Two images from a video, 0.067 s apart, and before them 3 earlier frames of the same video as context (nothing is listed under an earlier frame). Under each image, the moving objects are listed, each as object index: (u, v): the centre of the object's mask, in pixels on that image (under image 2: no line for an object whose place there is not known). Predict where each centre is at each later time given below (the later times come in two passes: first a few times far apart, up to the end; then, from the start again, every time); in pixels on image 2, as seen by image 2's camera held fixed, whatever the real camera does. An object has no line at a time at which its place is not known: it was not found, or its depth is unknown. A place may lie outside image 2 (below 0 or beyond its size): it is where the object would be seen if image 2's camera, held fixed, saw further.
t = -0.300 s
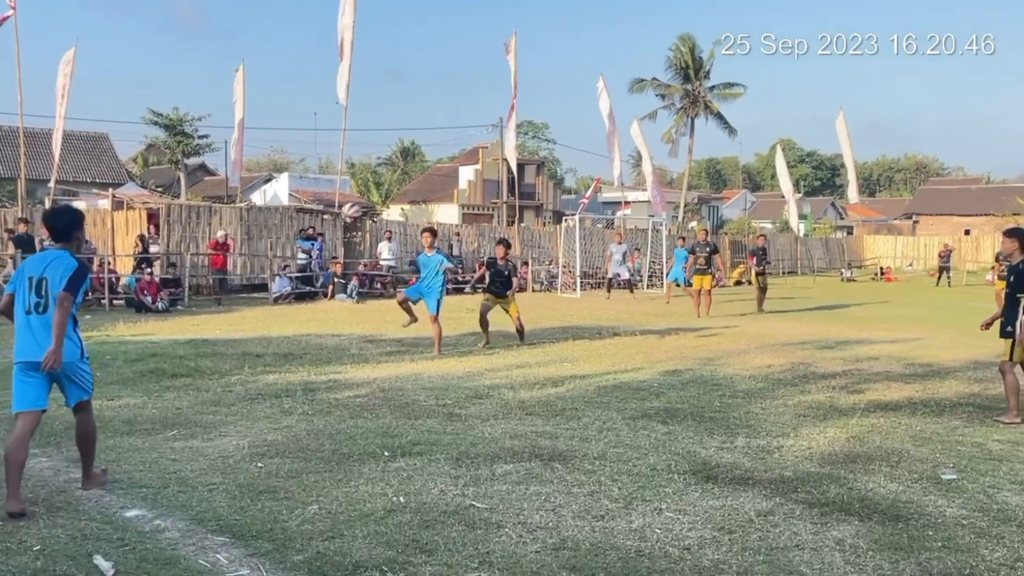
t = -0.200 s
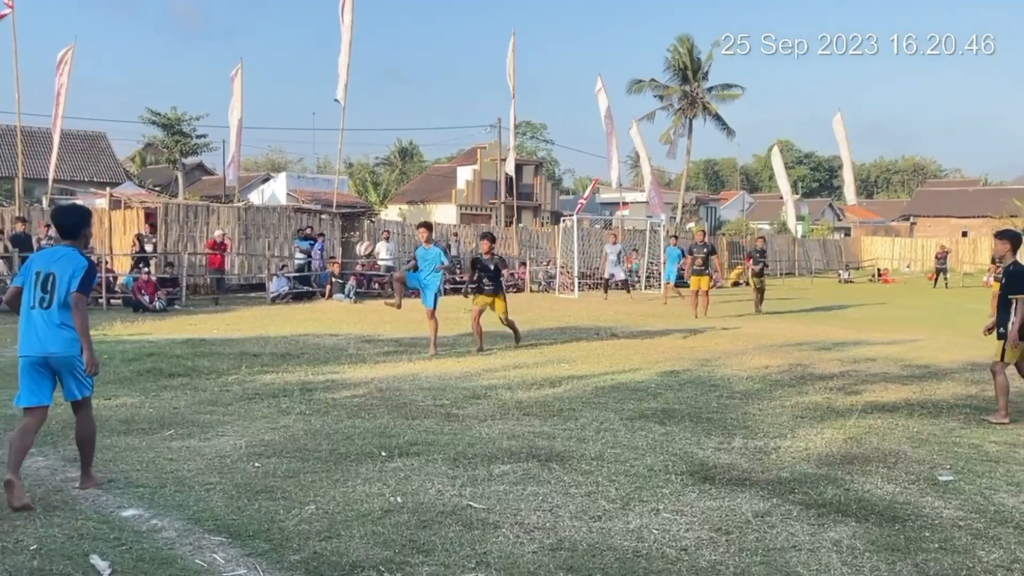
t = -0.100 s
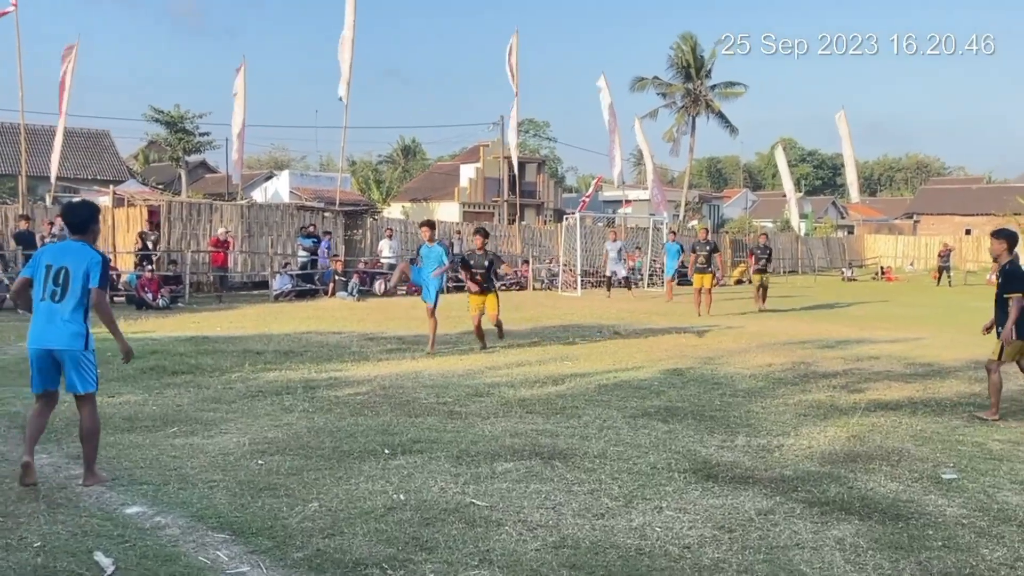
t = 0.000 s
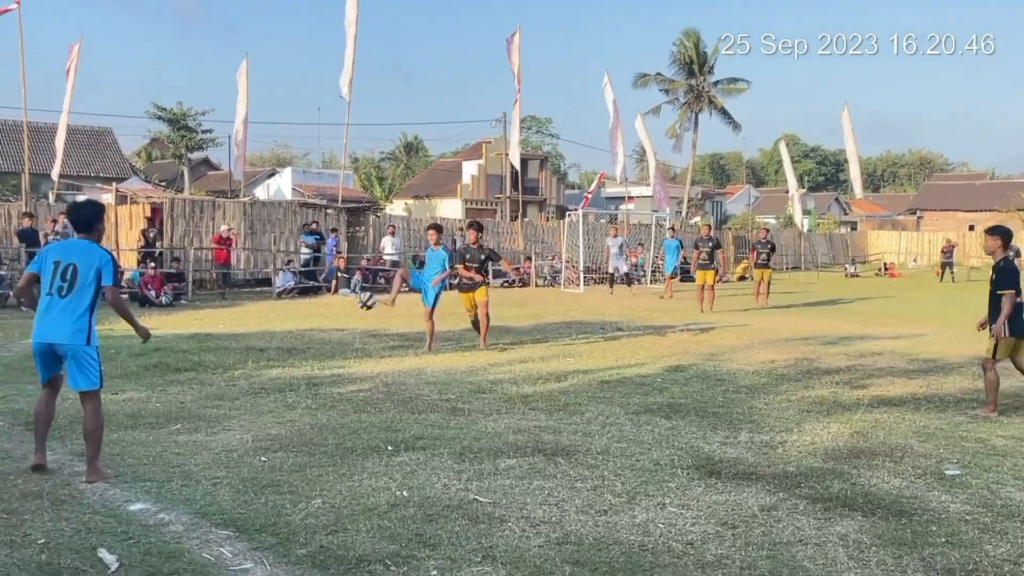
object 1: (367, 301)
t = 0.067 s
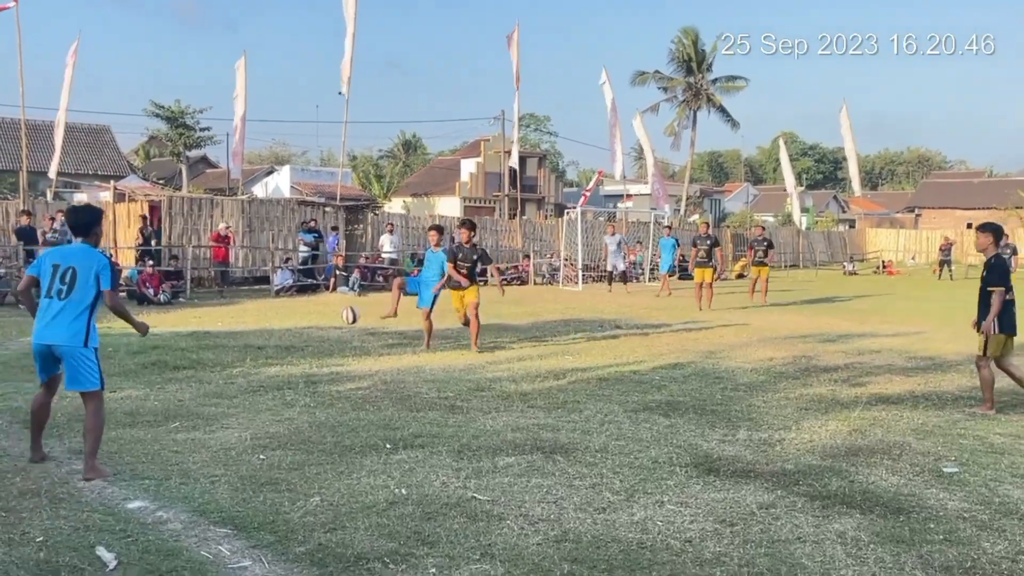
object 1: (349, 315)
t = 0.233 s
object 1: (309, 369)
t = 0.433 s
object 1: (266, 350)
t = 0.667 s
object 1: (207, 392)
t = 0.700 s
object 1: (198, 404)
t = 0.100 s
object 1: (342, 325)
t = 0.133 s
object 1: (333, 337)
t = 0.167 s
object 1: (325, 349)
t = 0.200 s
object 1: (316, 364)
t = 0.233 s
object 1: (309, 369)
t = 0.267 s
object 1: (301, 363)
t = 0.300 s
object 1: (295, 359)
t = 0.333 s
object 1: (288, 355)
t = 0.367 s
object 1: (281, 352)
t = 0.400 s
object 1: (273, 351)
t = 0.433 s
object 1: (266, 350)
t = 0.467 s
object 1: (258, 352)
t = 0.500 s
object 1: (249, 354)
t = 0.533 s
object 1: (241, 359)
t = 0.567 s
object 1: (233, 364)
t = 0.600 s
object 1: (225, 373)
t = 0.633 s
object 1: (215, 381)
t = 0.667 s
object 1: (207, 392)
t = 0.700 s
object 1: (198, 404)
